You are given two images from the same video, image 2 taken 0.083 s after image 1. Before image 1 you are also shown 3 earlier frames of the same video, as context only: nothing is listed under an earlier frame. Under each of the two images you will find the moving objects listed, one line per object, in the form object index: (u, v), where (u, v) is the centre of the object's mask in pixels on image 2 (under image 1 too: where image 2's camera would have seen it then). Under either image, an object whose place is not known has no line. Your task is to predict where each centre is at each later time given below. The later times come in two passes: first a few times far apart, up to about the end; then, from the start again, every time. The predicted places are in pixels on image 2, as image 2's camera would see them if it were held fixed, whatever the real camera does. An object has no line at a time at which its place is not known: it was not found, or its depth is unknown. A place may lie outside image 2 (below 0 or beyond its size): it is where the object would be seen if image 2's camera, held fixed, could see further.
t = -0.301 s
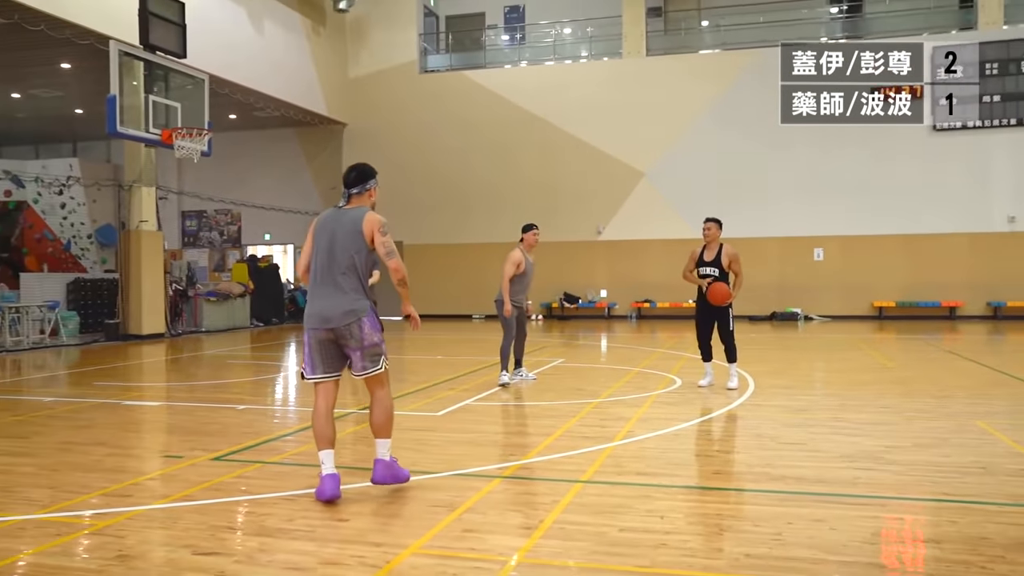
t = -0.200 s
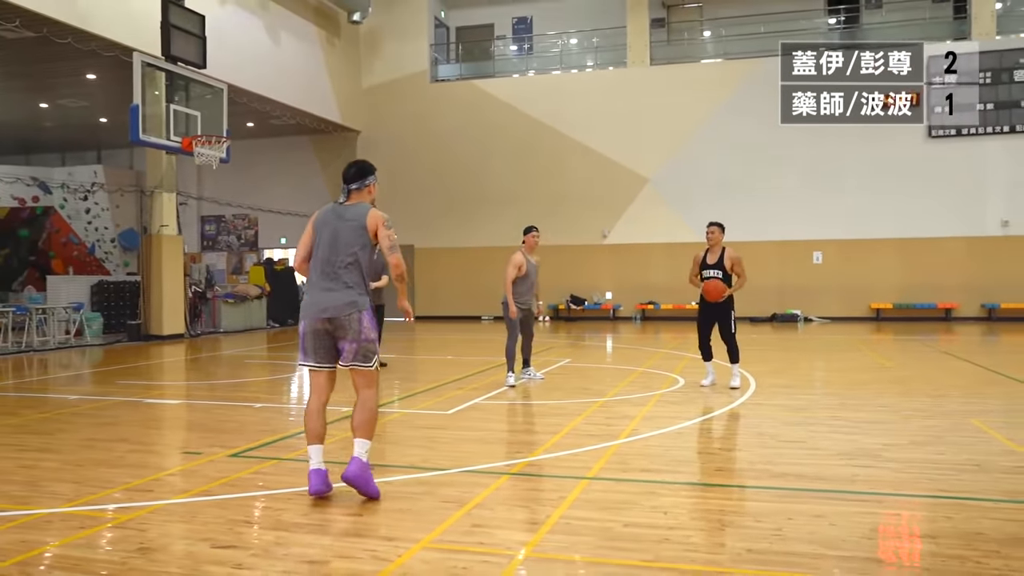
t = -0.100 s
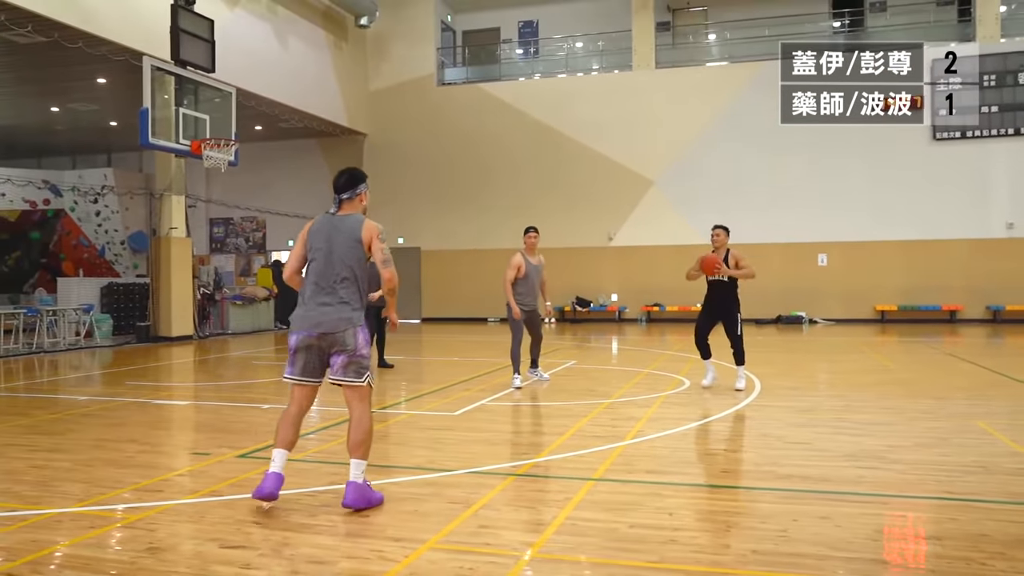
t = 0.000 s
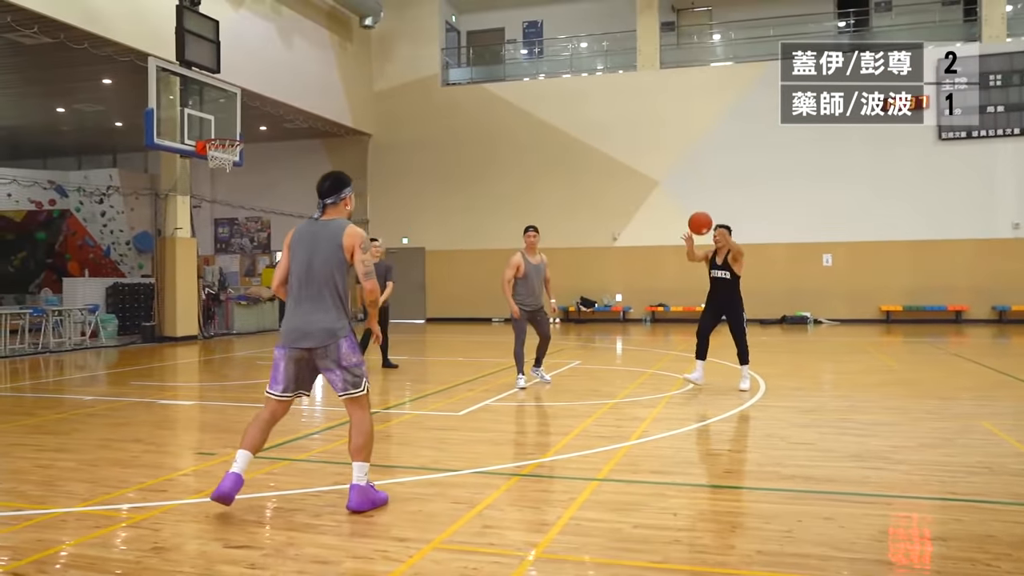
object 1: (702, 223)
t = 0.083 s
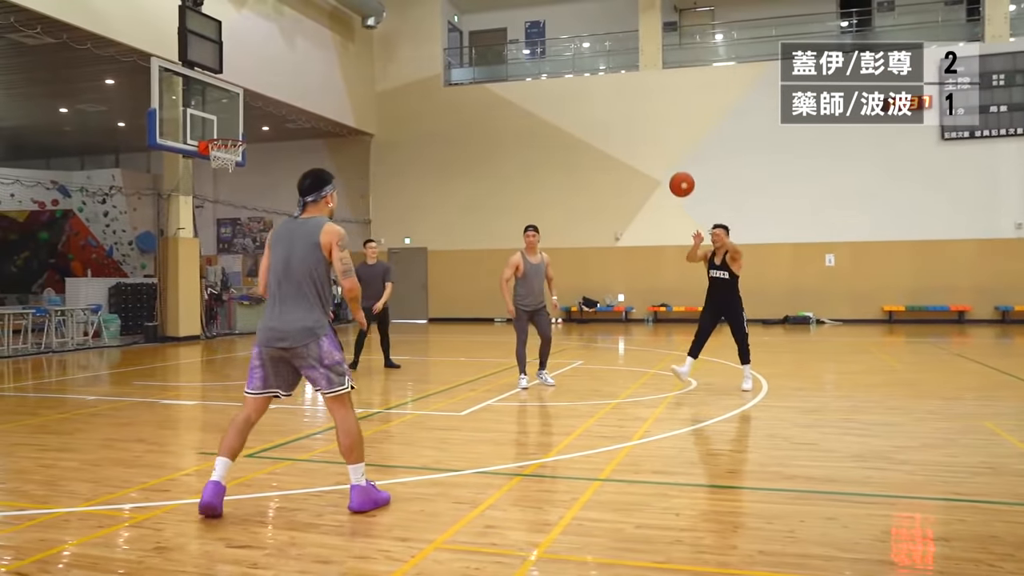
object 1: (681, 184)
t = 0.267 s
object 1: (629, 111)
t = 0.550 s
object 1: (521, 47)
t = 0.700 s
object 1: (442, 58)
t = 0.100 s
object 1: (677, 177)
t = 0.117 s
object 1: (673, 170)
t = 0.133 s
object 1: (668, 162)
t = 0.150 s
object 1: (664, 156)
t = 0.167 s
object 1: (659, 148)
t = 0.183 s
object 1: (654, 142)
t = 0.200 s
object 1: (649, 135)
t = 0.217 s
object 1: (645, 129)
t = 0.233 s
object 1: (639, 123)
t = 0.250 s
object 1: (634, 117)
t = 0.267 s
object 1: (629, 111)
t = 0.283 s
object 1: (623, 105)
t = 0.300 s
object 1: (618, 100)
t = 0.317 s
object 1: (613, 94)
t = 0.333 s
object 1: (607, 89)
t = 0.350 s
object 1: (601, 85)
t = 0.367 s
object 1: (595, 80)
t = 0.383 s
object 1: (589, 76)
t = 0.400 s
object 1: (583, 71)
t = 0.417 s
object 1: (576, 68)
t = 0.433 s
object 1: (570, 64)
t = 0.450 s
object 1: (564, 61)
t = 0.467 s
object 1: (557, 58)
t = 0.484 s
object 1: (550, 55)
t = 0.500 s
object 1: (543, 52)
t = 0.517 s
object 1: (536, 51)
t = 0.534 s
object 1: (529, 49)
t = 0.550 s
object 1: (521, 47)
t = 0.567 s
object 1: (513, 47)
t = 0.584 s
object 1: (505, 48)
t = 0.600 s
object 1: (496, 50)
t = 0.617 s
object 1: (488, 51)
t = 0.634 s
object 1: (479, 51)
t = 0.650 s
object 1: (470, 52)
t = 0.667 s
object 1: (461, 53)
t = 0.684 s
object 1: (451, 55)
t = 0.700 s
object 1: (442, 58)
